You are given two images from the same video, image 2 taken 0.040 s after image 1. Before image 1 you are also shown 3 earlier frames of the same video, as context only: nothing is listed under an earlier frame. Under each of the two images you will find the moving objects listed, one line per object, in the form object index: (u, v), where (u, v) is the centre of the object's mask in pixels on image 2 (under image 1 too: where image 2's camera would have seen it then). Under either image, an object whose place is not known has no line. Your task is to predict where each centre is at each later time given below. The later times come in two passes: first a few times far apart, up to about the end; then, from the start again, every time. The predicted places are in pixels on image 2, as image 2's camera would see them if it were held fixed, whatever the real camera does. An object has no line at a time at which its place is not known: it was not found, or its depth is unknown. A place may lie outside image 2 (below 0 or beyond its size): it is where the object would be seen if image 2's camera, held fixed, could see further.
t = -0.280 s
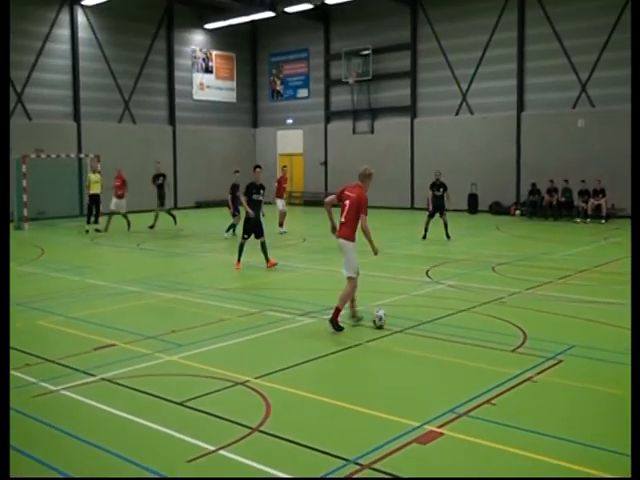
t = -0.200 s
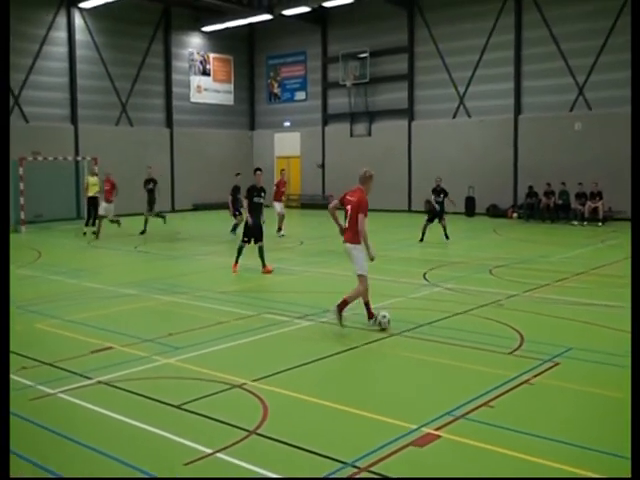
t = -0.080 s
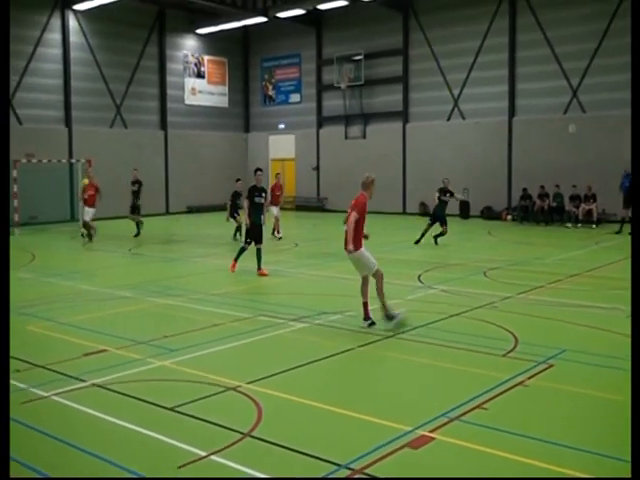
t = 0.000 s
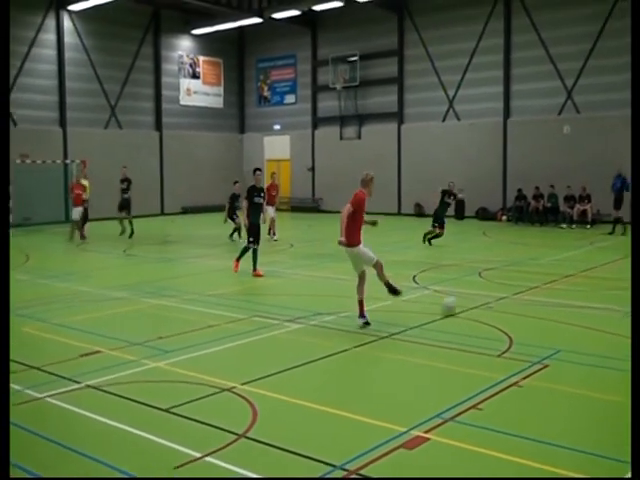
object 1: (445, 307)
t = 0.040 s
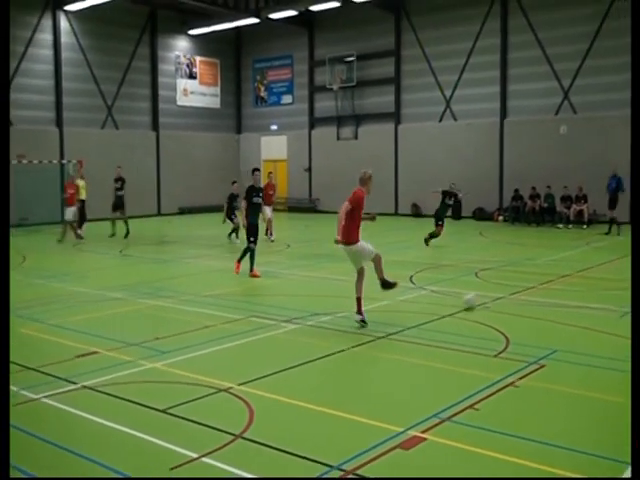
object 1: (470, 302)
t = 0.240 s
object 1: (557, 281)
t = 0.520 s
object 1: (634, 263)
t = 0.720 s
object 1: (669, 255)
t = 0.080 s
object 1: (489, 300)
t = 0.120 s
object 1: (509, 293)
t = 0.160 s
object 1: (526, 291)
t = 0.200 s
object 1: (542, 284)
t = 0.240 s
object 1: (557, 281)
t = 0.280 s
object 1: (571, 279)
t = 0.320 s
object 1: (584, 275)
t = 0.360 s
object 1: (595, 272)
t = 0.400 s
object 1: (606, 271)
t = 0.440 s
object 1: (616, 268)
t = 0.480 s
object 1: (626, 265)
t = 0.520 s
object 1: (634, 263)
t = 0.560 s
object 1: (642, 261)
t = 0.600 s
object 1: (650, 259)
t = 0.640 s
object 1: (657, 258)
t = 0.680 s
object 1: (663, 256)
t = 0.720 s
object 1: (669, 255)
